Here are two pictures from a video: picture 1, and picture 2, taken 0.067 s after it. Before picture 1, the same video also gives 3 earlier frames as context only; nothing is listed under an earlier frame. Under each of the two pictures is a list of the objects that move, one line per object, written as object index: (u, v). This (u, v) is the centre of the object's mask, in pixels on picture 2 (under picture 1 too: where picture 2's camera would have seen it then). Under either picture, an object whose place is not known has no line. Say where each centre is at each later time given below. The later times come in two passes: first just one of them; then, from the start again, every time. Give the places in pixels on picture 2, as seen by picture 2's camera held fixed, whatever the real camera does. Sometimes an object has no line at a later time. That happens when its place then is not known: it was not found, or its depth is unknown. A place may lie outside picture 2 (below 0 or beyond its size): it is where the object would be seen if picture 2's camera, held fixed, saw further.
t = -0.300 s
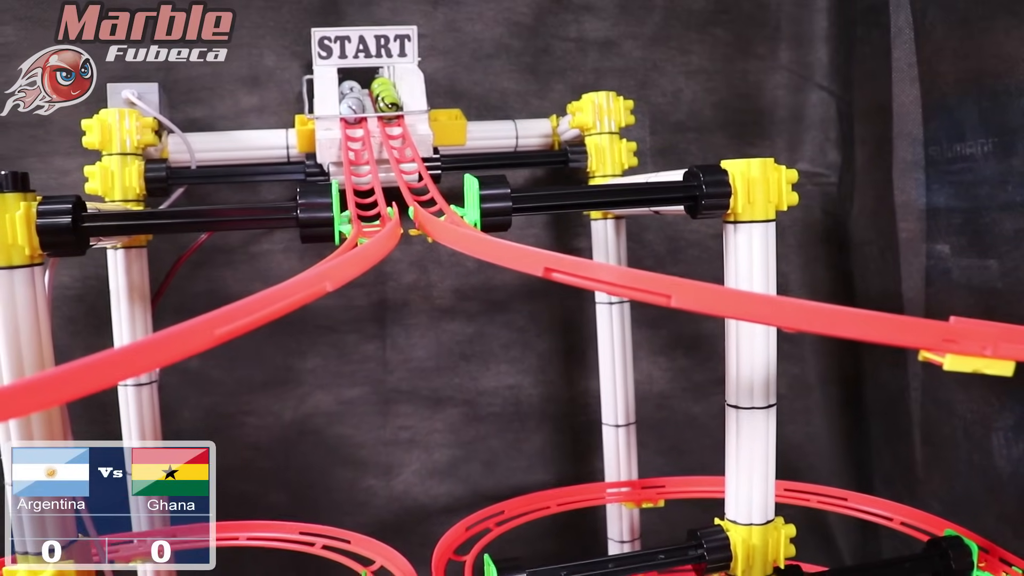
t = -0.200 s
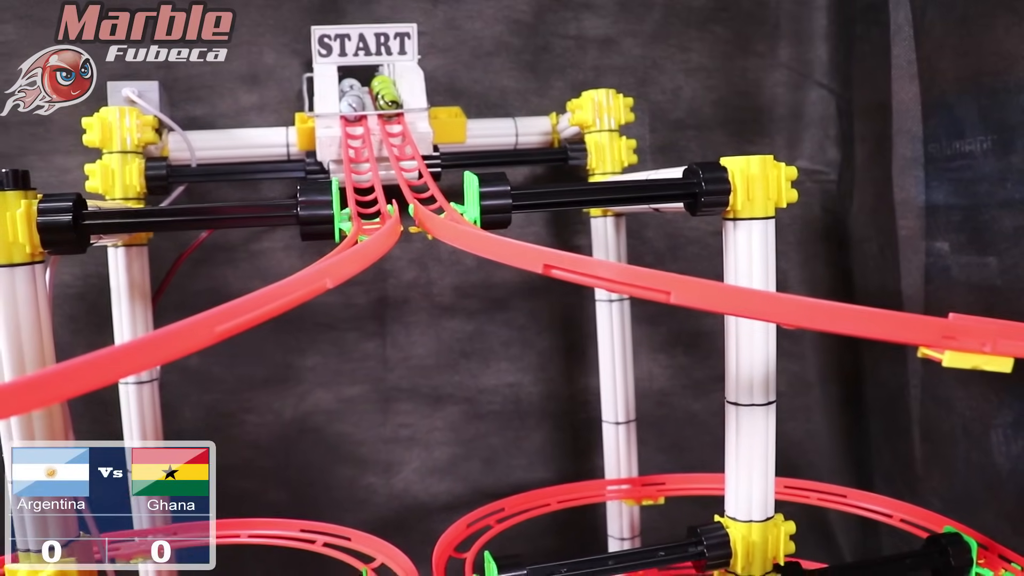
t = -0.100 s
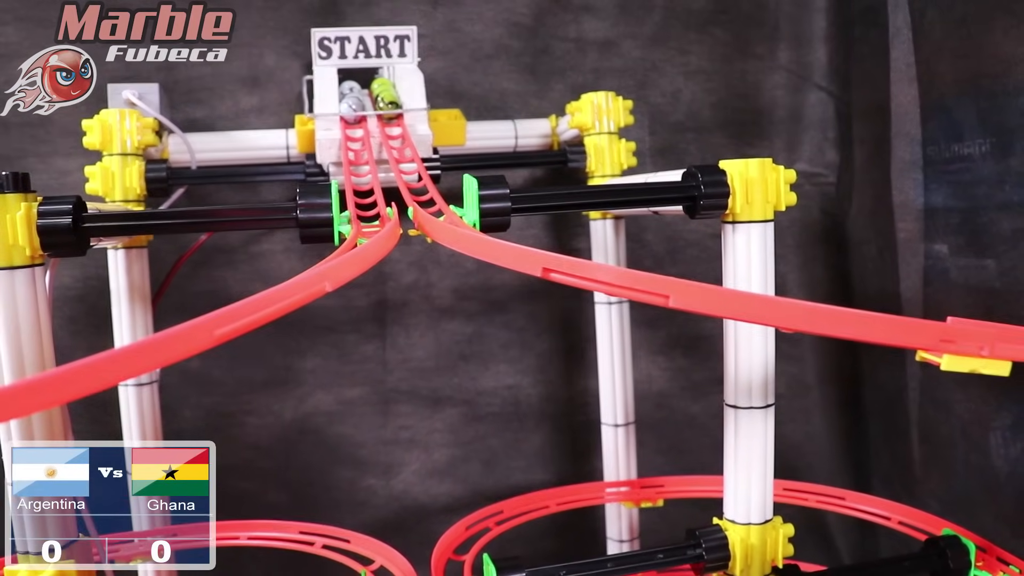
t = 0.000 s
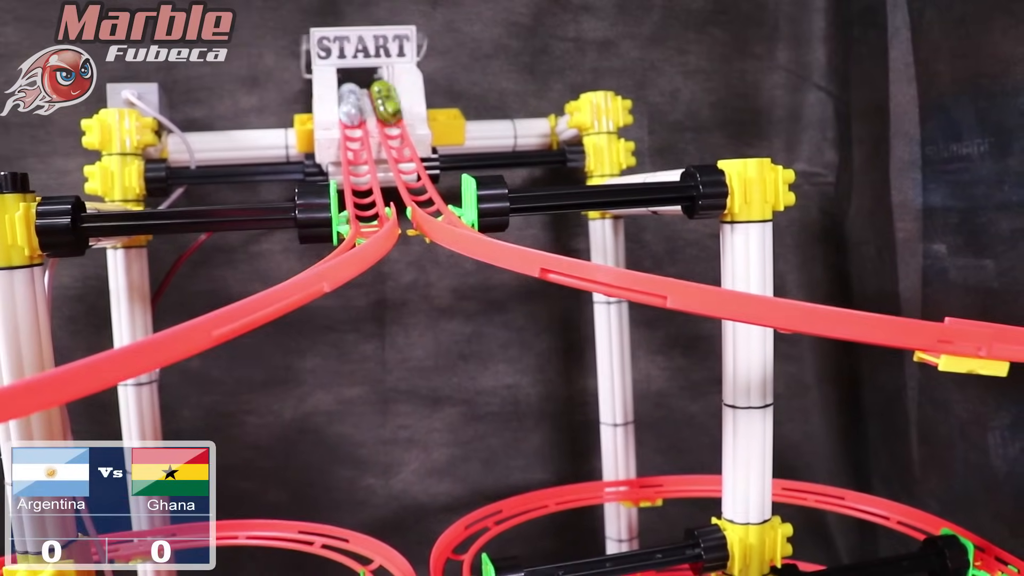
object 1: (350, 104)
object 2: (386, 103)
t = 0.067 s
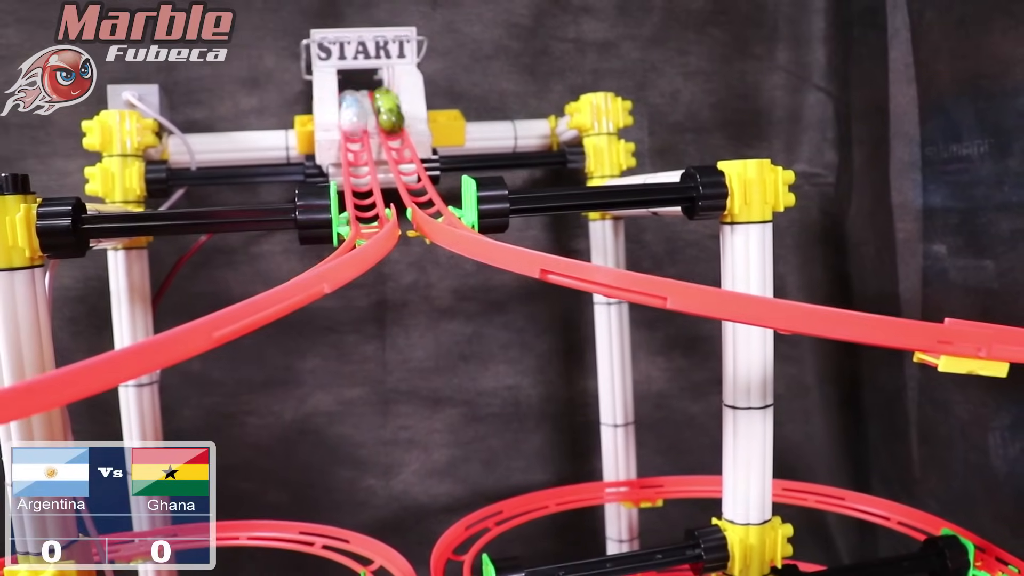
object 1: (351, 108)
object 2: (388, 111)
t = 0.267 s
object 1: (358, 160)
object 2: (408, 161)
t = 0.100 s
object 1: (352, 112)
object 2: (389, 115)
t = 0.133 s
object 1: (352, 118)
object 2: (392, 122)
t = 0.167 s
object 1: (353, 130)
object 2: (395, 130)
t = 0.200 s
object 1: (354, 139)
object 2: (399, 138)
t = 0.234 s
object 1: (357, 149)
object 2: (403, 149)
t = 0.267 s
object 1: (358, 160)
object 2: (408, 161)
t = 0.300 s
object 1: (359, 173)
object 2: (414, 174)
